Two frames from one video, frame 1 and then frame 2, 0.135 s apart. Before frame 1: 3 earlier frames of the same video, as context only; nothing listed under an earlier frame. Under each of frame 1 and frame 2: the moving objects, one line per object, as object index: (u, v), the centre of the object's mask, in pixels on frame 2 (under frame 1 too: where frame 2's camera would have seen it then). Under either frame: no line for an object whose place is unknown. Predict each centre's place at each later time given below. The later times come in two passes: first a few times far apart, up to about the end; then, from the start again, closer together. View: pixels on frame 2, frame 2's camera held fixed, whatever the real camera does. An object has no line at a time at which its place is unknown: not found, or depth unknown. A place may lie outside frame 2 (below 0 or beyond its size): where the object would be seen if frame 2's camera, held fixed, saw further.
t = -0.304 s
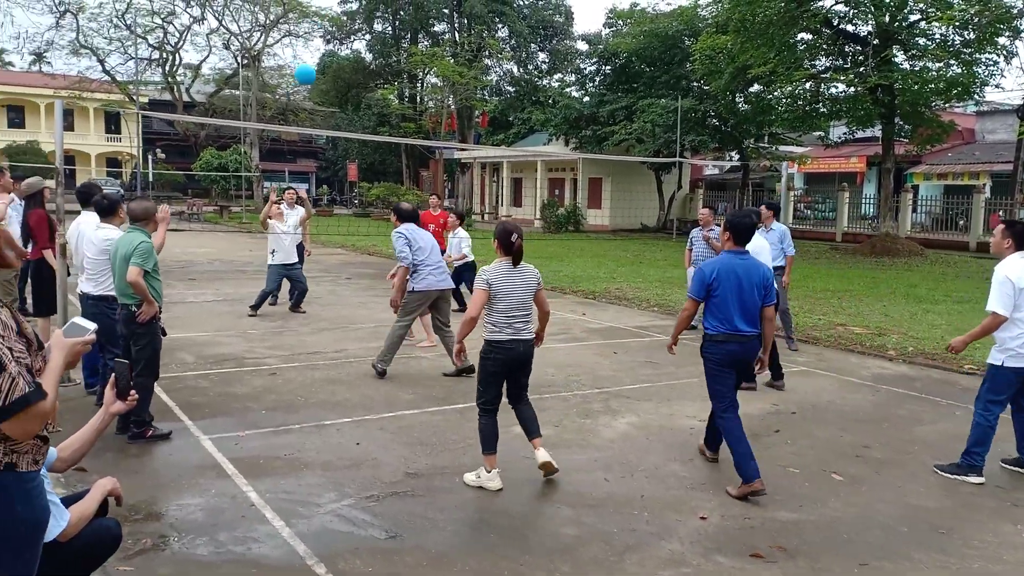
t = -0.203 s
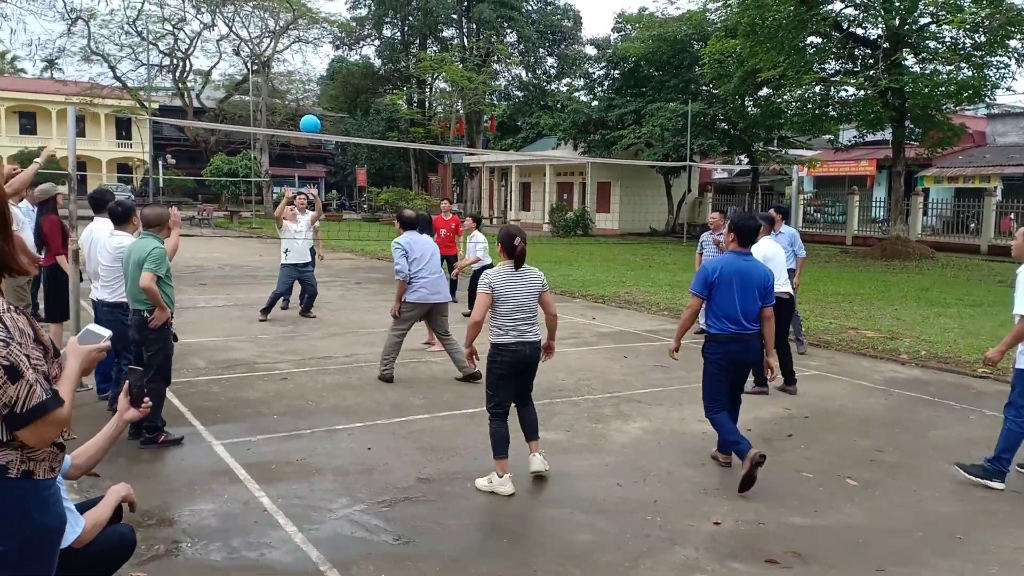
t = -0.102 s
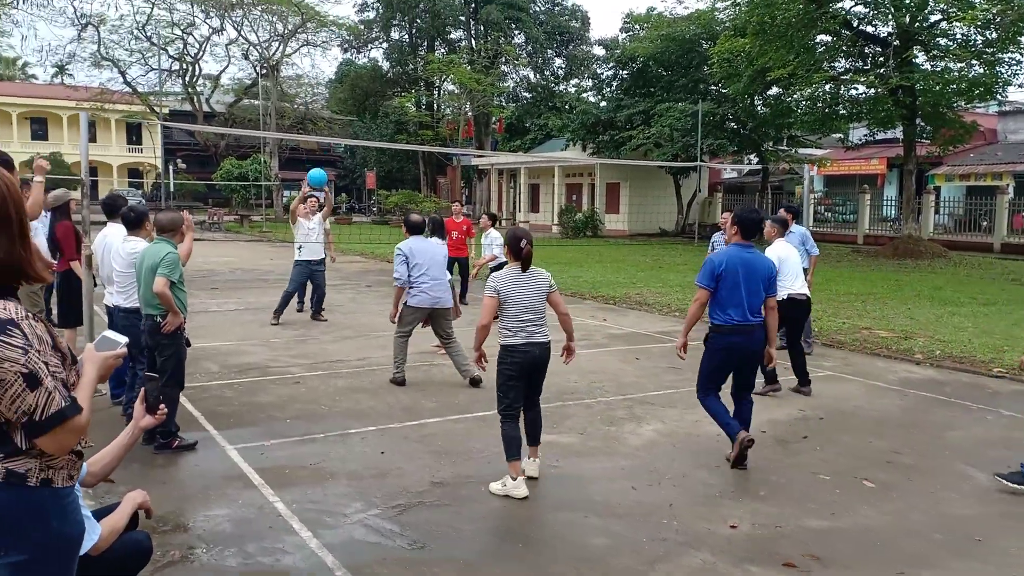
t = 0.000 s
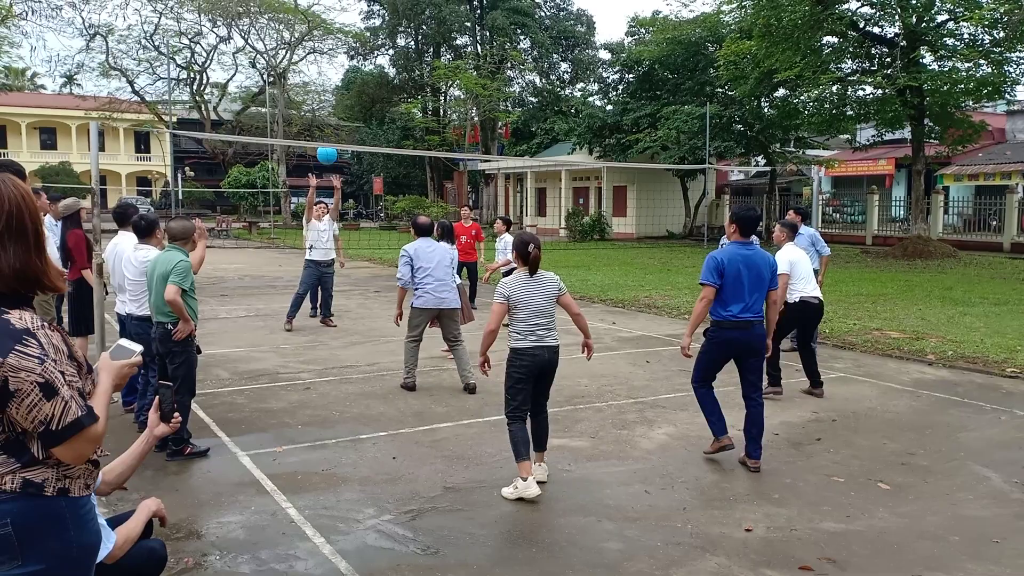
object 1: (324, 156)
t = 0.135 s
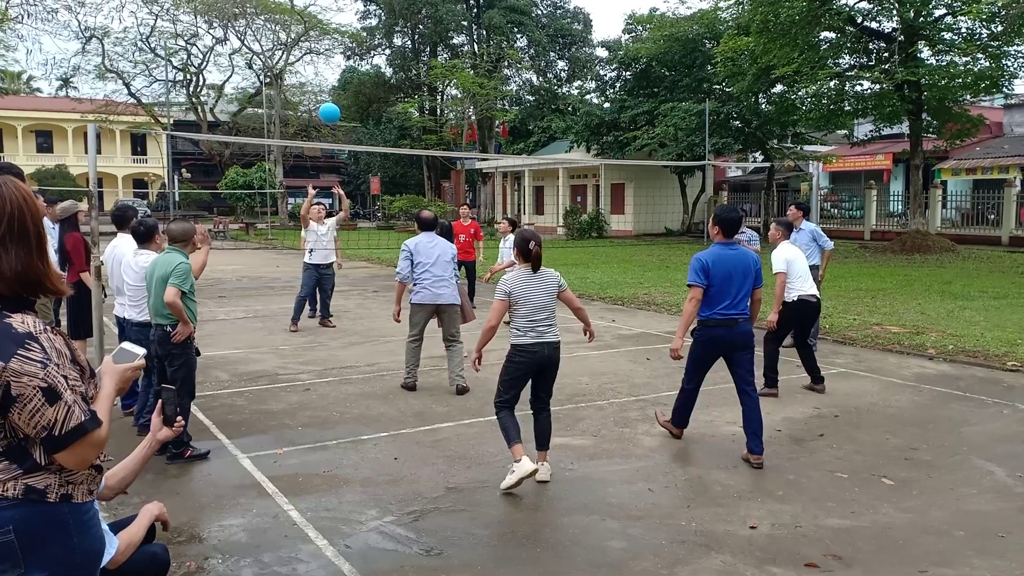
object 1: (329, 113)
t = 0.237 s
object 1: (333, 90)
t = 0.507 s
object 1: (346, 66)
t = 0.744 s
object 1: (360, 99)
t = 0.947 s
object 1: (372, 172)
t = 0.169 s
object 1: (330, 104)
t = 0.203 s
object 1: (332, 97)
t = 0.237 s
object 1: (333, 90)
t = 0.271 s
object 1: (335, 84)
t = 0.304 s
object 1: (335, 80)
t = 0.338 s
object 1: (336, 75)
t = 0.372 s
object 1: (338, 70)
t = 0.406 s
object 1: (340, 67)
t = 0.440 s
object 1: (342, 66)
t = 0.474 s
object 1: (344, 66)
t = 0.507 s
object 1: (346, 66)
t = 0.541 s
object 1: (348, 68)
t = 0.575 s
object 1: (350, 70)
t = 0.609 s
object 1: (351, 73)
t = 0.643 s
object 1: (353, 78)
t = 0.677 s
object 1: (356, 83)
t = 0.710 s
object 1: (358, 91)
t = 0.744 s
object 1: (360, 99)
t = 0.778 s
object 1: (362, 108)
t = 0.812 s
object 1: (364, 119)
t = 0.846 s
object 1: (367, 130)
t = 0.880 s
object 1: (369, 142)
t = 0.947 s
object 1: (372, 172)
